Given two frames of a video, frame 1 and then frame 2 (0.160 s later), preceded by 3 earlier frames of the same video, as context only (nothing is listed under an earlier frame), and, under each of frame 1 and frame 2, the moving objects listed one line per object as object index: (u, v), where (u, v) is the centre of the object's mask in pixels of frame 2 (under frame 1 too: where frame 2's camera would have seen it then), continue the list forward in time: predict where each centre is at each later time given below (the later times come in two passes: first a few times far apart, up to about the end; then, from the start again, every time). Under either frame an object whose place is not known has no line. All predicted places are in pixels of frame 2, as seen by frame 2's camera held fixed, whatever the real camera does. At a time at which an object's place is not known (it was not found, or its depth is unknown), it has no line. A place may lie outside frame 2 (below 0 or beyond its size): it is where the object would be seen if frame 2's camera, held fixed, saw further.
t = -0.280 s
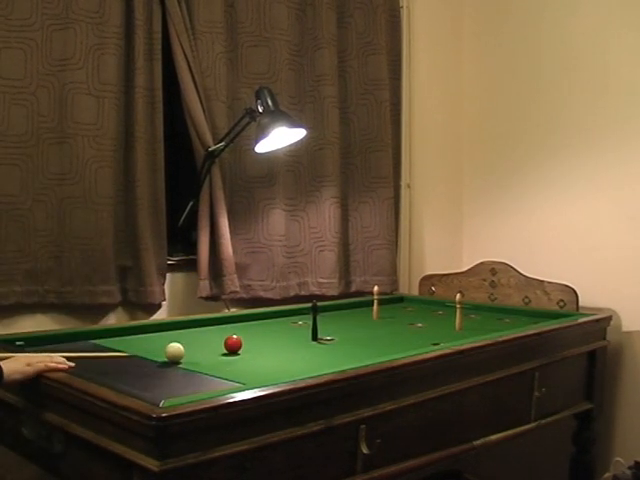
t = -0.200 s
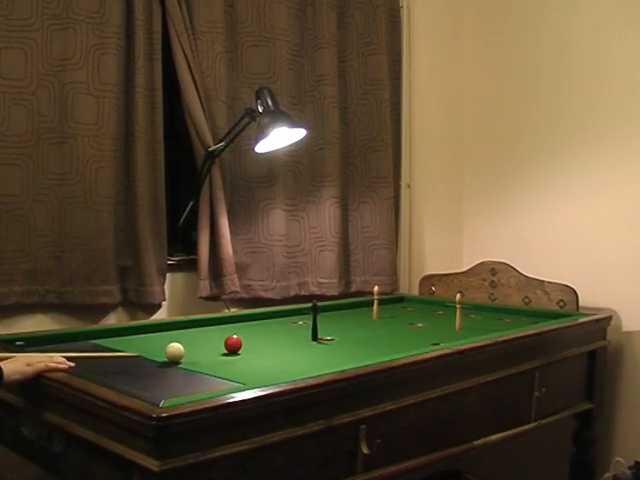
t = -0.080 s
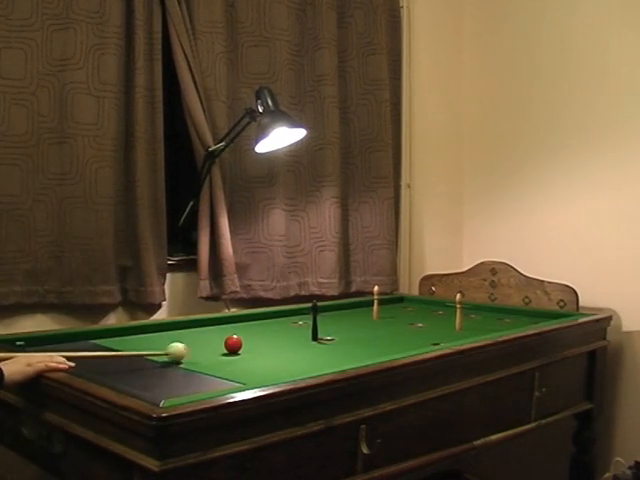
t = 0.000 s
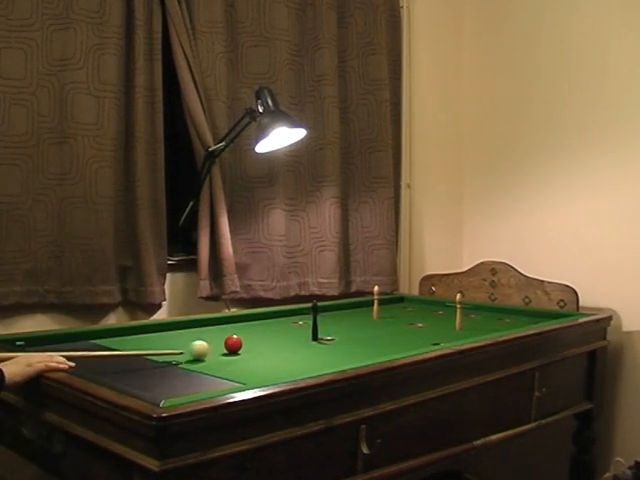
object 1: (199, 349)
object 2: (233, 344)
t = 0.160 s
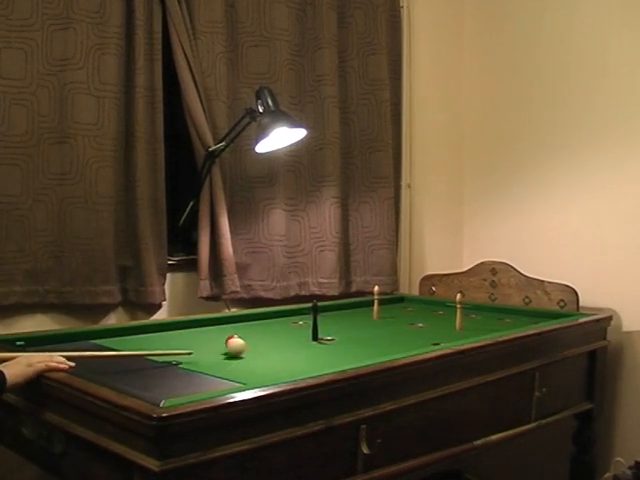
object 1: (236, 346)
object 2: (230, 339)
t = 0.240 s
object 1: (252, 346)
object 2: (236, 342)
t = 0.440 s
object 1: (290, 346)
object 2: (240, 339)
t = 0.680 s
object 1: (333, 346)
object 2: (245, 336)
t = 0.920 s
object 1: (374, 346)
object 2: (250, 334)
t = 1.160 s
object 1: (411, 343)
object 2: (253, 332)
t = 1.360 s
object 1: (434, 342)
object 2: (256, 331)
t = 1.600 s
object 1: (435, 339)
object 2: (259, 329)
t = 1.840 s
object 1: (437, 337)
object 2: (261, 328)
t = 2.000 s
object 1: (438, 336)
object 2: (262, 328)
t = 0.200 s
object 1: (245, 345)
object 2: (232, 342)
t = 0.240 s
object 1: (252, 346)
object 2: (236, 342)
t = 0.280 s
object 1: (260, 346)
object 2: (237, 342)
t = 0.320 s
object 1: (267, 346)
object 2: (238, 341)
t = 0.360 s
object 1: (275, 346)
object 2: (238, 340)
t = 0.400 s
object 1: (283, 346)
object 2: (239, 340)
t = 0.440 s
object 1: (290, 346)
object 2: (240, 339)
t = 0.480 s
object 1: (297, 346)
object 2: (241, 339)
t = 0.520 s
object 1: (305, 346)
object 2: (242, 338)
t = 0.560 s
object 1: (312, 346)
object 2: (243, 338)
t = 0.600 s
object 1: (319, 346)
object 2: (244, 337)
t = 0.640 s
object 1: (326, 346)
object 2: (244, 337)
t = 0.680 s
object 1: (333, 346)
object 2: (245, 336)
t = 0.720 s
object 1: (340, 346)
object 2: (246, 336)
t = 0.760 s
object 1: (347, 346)
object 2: (247, 335)
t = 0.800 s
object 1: (354, 346)
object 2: (248, 335)
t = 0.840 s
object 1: (361, 346)
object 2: (249, 335)
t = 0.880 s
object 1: (367, 346)
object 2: (249, 334)
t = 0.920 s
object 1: (374, 346)
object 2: (250, 334)
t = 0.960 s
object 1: (380, 346)
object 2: (250, 334)
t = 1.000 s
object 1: (387, 345)
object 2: (251, 333)
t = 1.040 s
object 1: (393, 344)
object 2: (251, 333)
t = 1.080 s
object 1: (399, 344)
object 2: (252, 332)
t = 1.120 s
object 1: (405, 343)
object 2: (253, 332)
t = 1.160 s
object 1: (411, 343)
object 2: (253, 332)
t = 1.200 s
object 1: (417, 343)
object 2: (254, 332)
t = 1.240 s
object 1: (422, 343)
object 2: (254, 332)
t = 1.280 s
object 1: (428, 343)
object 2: (255, 331)
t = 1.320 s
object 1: (434, 342)
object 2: (255, 331)
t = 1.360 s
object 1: (434, 342)
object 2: (256, 331)
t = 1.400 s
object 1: (434, 341)
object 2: (256, 330)
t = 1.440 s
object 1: (435, 341)
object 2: (257, 330)
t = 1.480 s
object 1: (435, 341)
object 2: (257, 330)
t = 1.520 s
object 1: (435, 340)
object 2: (258, 330)
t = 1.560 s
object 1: (435, 340)
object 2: (258, 330)
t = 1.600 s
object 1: (435, 339)
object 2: (259, 329)
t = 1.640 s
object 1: (436, 339)
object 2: (259, 329)
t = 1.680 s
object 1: (436, 338)
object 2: (259, 329)
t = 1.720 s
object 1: (436, 338)
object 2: (260, 329)
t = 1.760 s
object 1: (436, 338)
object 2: (260, 329)
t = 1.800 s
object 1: (437, 338)
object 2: (260, 328)
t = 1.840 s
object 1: (437, 337)
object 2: (261, 328)
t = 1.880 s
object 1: (437, 337)
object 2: (261, 328)
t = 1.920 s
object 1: (437, 337)
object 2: (262, 328)
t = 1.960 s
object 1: (437, 336)
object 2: (262, 328)
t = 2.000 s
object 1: (438, 336)
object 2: (262, 328)
